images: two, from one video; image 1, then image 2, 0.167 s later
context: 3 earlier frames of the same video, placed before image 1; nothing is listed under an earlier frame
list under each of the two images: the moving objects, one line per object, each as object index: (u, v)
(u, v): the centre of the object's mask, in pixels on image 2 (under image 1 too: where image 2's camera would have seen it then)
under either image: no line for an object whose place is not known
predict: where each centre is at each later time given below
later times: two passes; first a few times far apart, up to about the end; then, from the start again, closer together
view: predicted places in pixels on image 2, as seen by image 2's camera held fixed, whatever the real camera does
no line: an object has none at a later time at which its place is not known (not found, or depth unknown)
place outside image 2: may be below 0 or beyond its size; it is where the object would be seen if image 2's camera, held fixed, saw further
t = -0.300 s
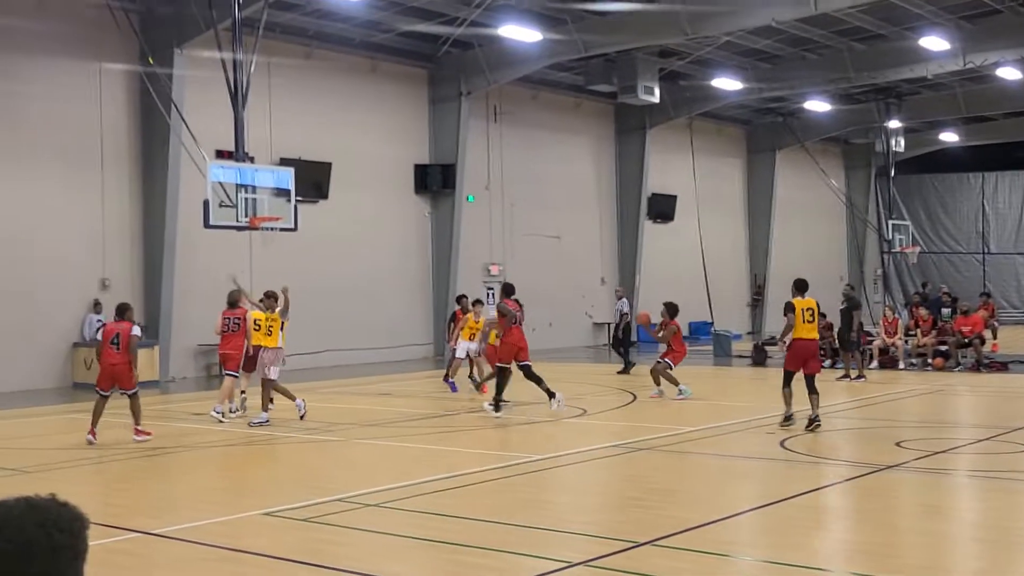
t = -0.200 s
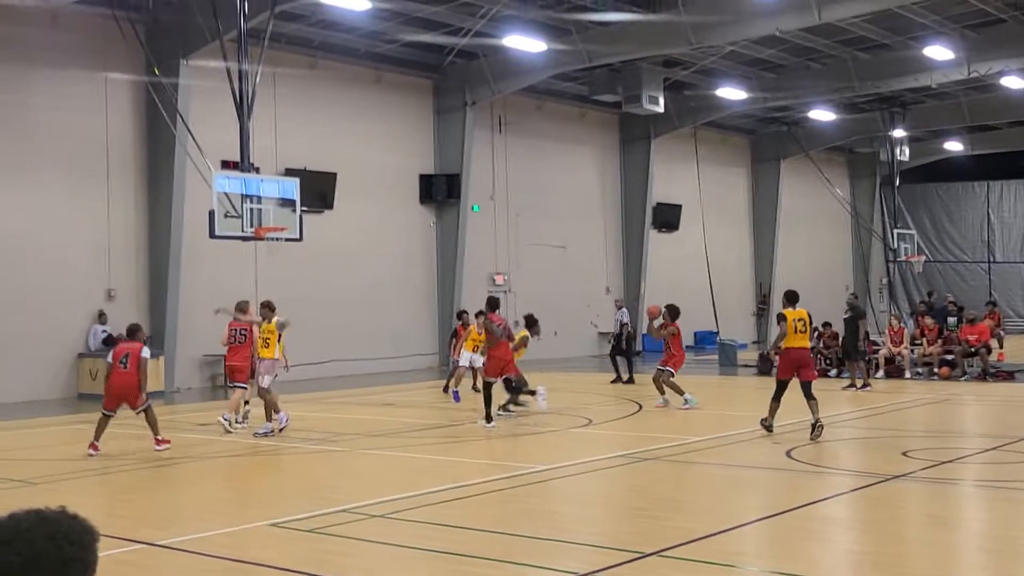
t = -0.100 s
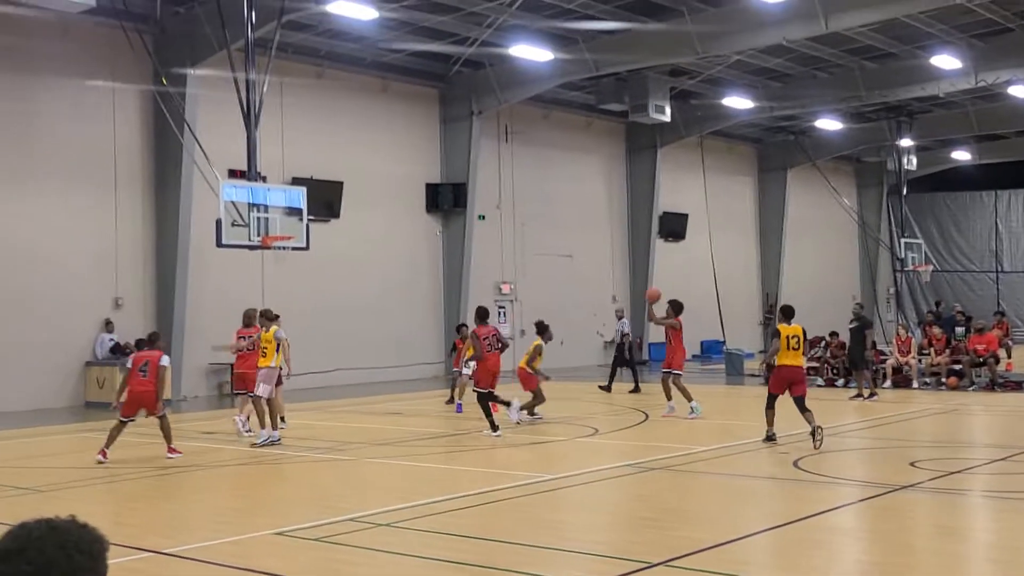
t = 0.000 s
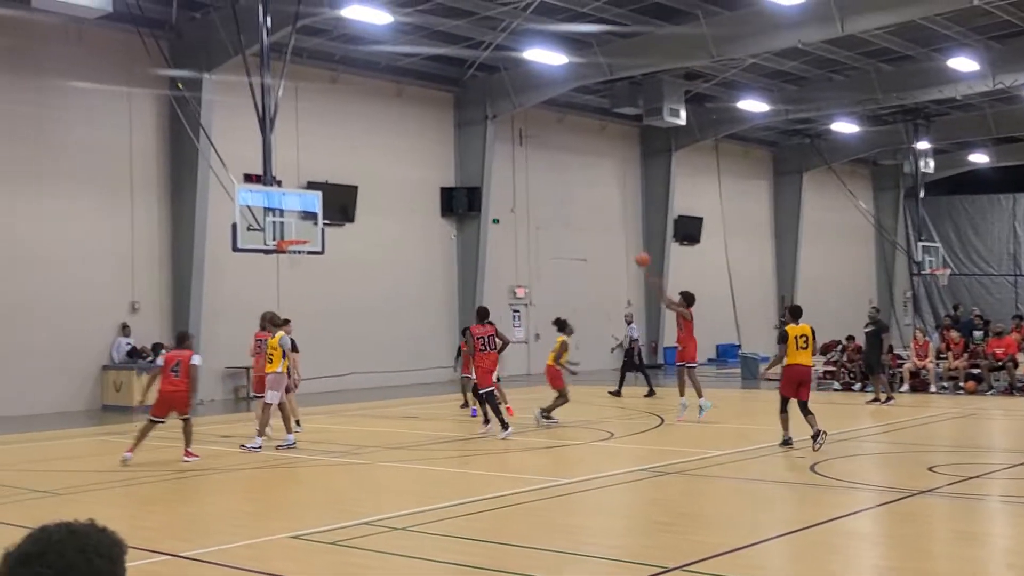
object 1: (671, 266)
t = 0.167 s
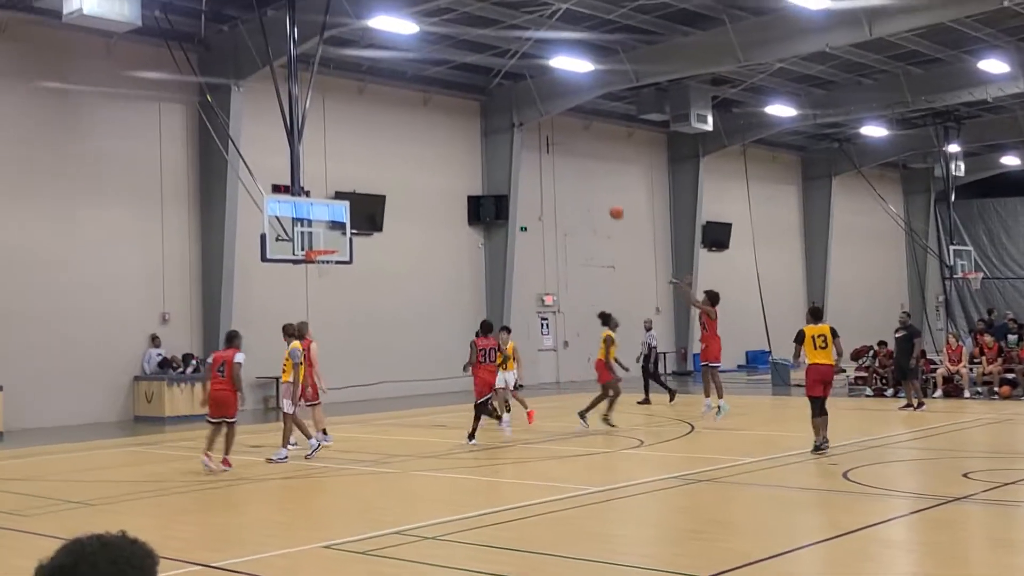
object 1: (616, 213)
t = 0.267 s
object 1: (585, 188)
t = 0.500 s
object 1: (514, 157)
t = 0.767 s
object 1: (440, 160)
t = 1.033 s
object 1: (370, 203)
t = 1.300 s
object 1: (310, 265)
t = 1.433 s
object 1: (312, 269)
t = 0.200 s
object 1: (606, 204)
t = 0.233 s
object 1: (595, 195)
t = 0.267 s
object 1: (585, 188)
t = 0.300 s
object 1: (575, 182)
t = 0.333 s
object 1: (564, 176)
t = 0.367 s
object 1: (554, 171)
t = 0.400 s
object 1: (544, 166)
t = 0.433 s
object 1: (535, 162)
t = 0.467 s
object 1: (525, 159)
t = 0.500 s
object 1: (514, 157)
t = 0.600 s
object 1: (487, 153)
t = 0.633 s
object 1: (477, 153)
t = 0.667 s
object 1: (468, 154)
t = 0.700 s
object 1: (459, 155)
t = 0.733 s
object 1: (449, 157)
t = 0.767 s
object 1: (440, 160)
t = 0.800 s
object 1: (431, 163)
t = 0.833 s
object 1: (422, 167)
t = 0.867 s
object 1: (414, 172)
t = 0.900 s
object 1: (405, 176)
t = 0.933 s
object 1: (396, 182)
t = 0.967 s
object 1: (387, 188)
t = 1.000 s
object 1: (379, 196)
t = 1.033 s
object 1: (370, 203)
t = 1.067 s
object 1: (362, 210)
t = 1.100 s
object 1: (355, 219)
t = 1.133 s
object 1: (345, 229)
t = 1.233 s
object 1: (319, 263)
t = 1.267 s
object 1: (314, 265)
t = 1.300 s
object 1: (310, 265)
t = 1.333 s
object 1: (309, 265)
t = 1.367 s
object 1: (309, 265)
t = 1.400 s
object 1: (310, 266)
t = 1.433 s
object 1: (312, 269)
